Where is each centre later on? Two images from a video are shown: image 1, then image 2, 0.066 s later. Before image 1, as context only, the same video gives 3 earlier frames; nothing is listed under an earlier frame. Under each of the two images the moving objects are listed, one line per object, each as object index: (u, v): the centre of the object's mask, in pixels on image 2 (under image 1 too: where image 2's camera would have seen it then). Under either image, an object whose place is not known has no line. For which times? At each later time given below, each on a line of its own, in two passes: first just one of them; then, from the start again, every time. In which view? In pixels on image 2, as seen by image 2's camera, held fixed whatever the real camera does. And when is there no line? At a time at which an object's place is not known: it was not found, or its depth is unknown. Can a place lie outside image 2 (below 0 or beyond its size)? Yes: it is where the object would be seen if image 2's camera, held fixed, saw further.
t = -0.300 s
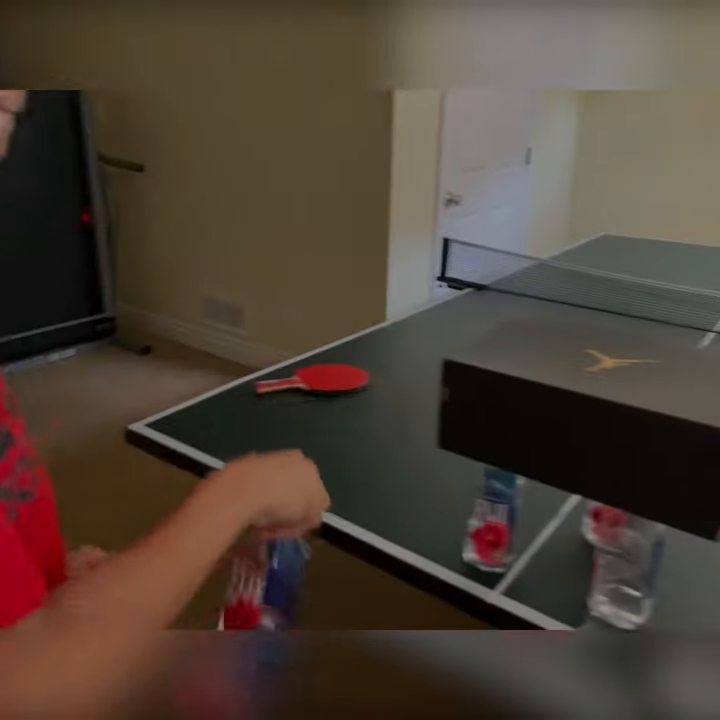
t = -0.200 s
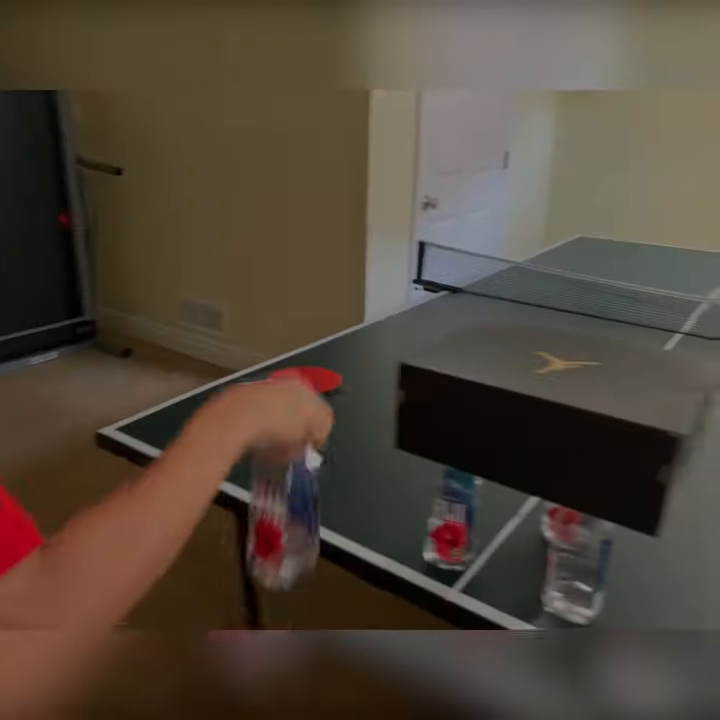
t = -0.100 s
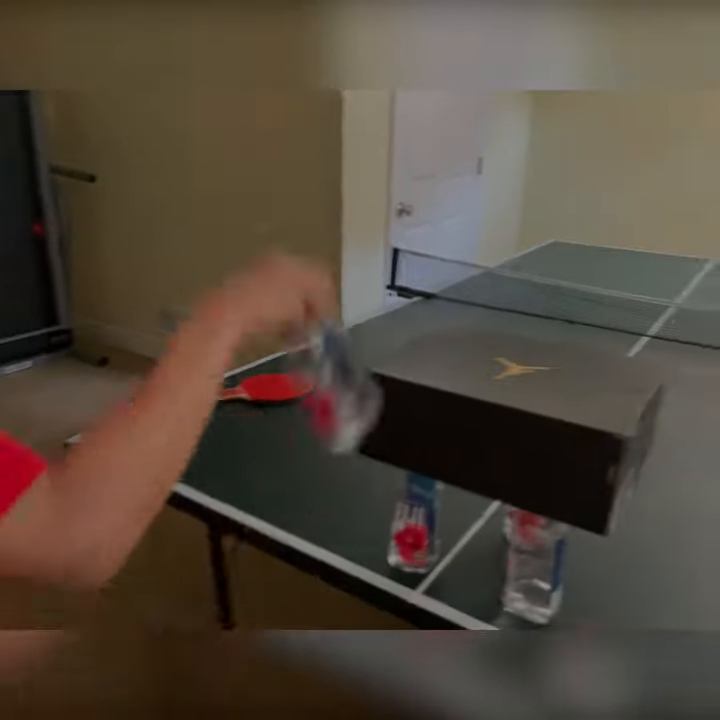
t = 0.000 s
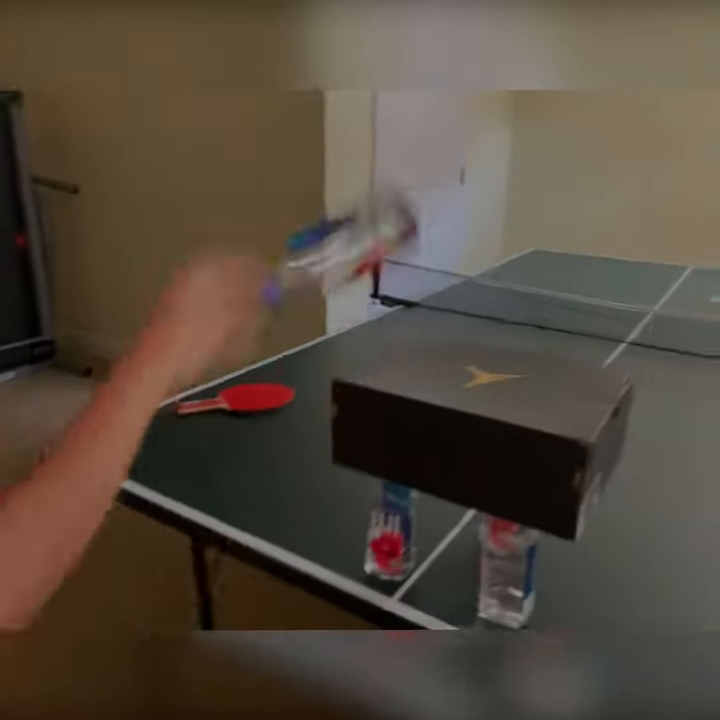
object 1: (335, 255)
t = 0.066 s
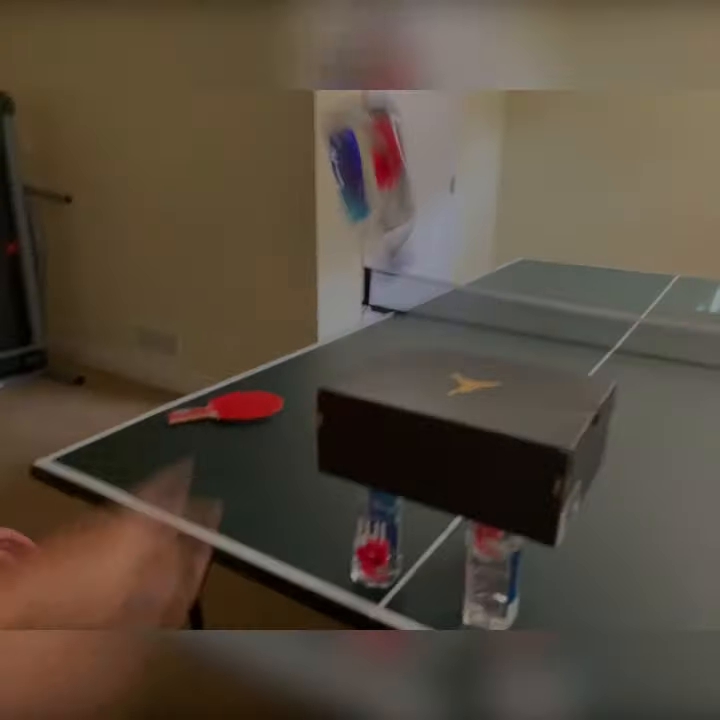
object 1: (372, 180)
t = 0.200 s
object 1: (403, 112)
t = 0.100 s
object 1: (379, 141)
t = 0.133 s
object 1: (388, 122)
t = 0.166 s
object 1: (394, 111)
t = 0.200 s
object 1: (403, 112)
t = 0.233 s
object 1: (409, 128)
